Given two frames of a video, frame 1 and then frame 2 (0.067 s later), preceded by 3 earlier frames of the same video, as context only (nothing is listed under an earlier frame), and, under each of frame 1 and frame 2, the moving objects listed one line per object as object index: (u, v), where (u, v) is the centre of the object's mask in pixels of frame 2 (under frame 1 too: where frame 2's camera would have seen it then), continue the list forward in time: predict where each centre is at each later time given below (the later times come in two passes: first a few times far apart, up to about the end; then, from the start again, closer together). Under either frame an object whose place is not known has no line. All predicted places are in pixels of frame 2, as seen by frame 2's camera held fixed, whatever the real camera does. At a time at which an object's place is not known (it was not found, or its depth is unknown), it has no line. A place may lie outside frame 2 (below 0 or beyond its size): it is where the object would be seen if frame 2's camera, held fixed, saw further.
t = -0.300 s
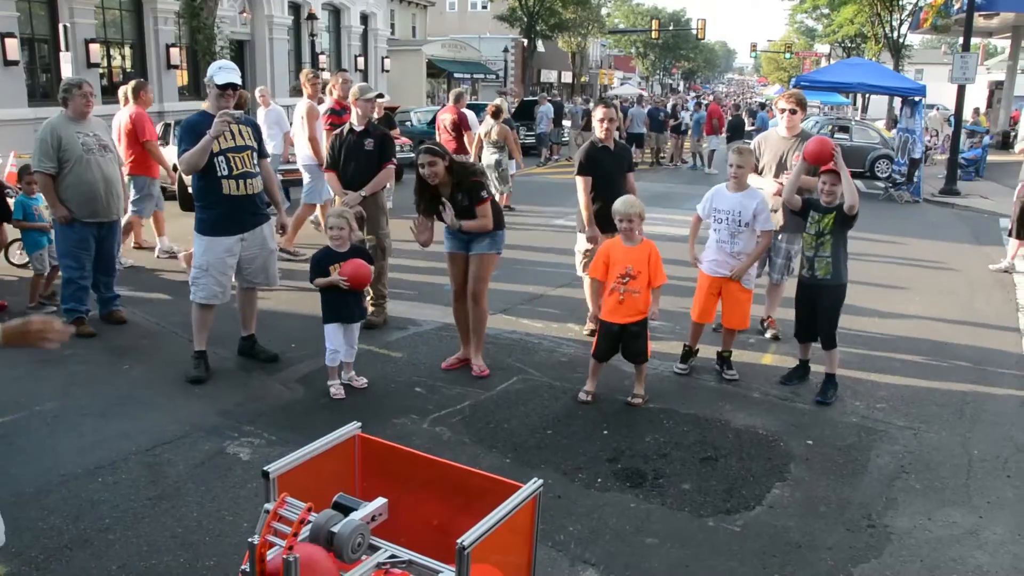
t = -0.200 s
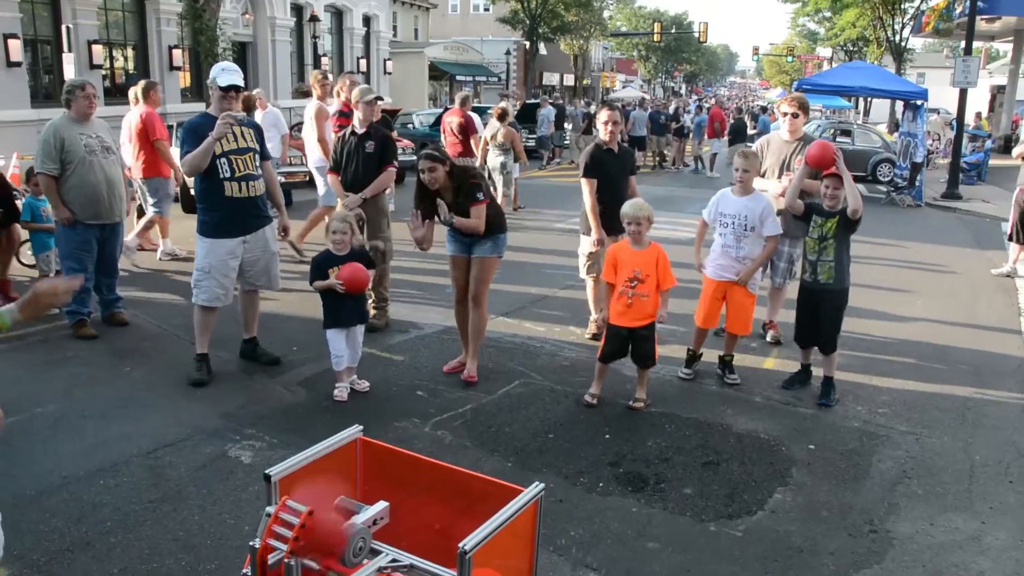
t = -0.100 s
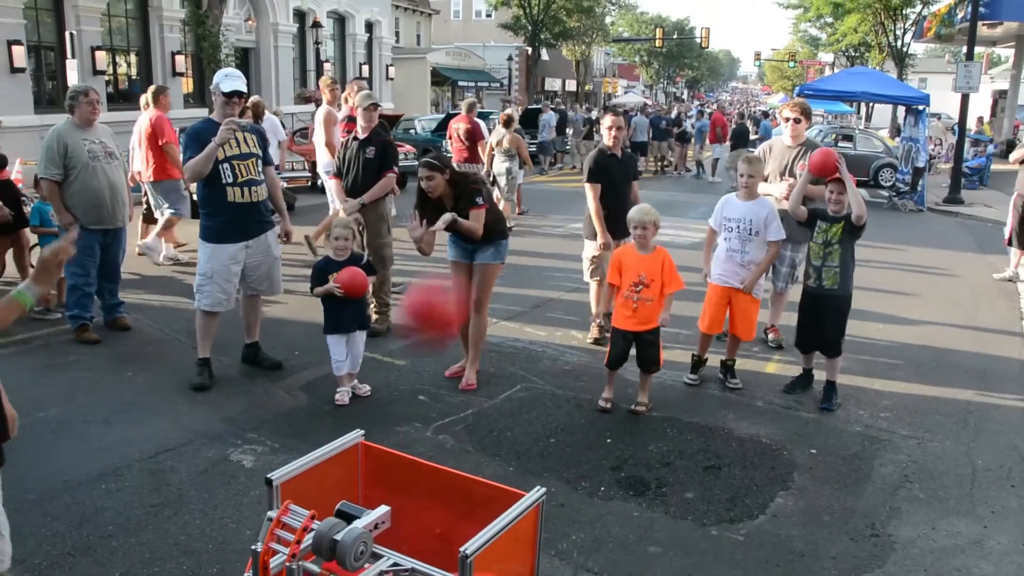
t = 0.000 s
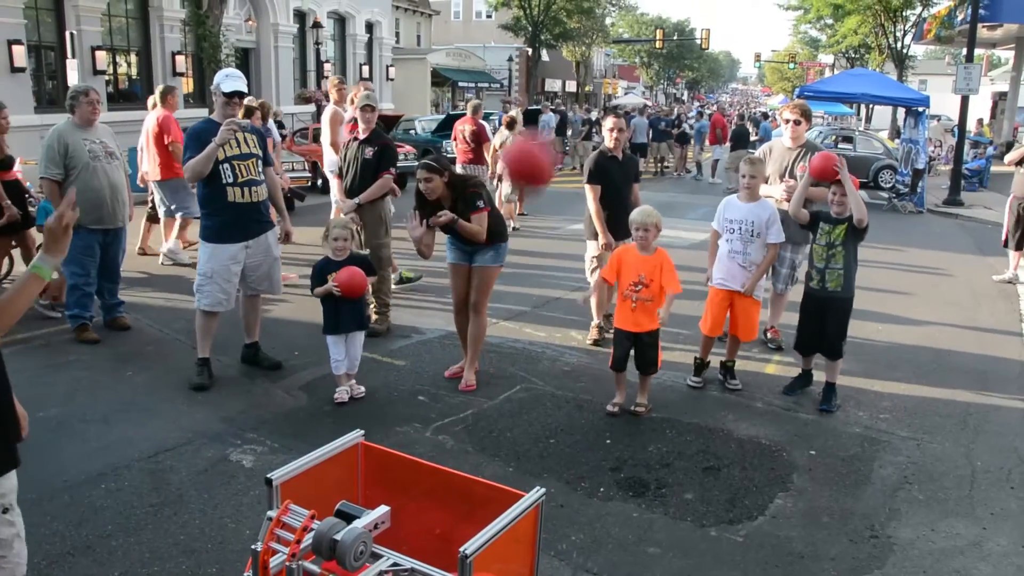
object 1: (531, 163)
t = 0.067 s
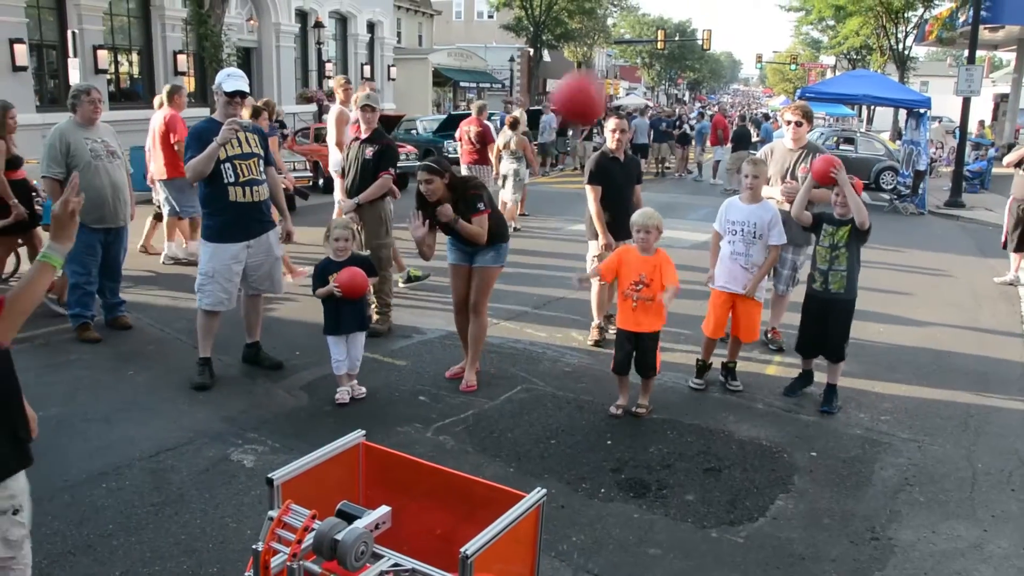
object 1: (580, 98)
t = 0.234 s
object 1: (672, 26)
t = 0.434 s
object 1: (741, 39)
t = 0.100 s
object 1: (600, 75)
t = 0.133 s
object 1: (621, 57)
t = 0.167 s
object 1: (641, 42)
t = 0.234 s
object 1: (672, 26)
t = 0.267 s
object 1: (685, 21)
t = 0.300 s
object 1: (698, 21)
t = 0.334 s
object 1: (710, 22)
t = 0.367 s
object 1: (722, 26)
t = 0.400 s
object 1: (732, 32)
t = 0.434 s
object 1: (741, 39)
